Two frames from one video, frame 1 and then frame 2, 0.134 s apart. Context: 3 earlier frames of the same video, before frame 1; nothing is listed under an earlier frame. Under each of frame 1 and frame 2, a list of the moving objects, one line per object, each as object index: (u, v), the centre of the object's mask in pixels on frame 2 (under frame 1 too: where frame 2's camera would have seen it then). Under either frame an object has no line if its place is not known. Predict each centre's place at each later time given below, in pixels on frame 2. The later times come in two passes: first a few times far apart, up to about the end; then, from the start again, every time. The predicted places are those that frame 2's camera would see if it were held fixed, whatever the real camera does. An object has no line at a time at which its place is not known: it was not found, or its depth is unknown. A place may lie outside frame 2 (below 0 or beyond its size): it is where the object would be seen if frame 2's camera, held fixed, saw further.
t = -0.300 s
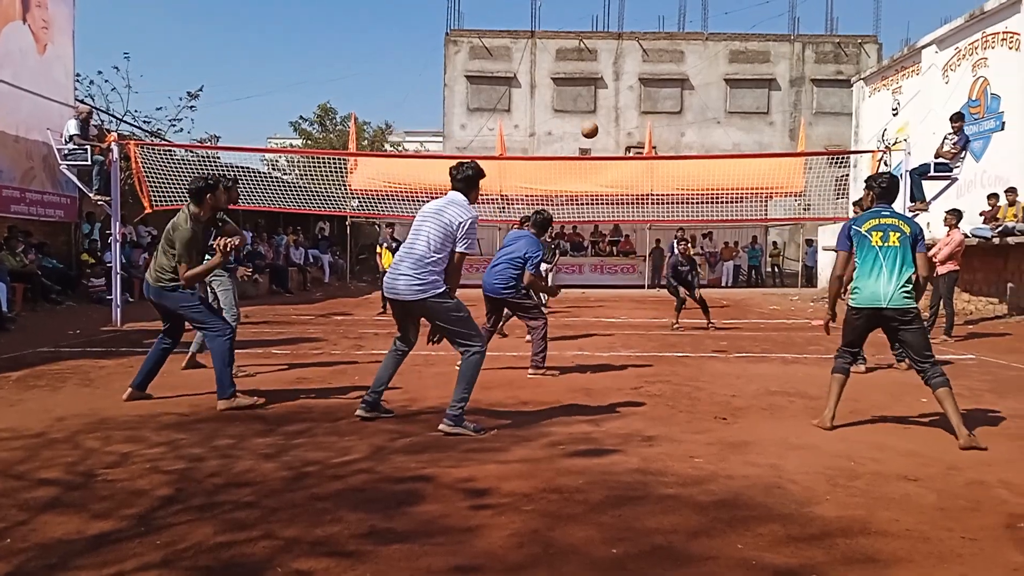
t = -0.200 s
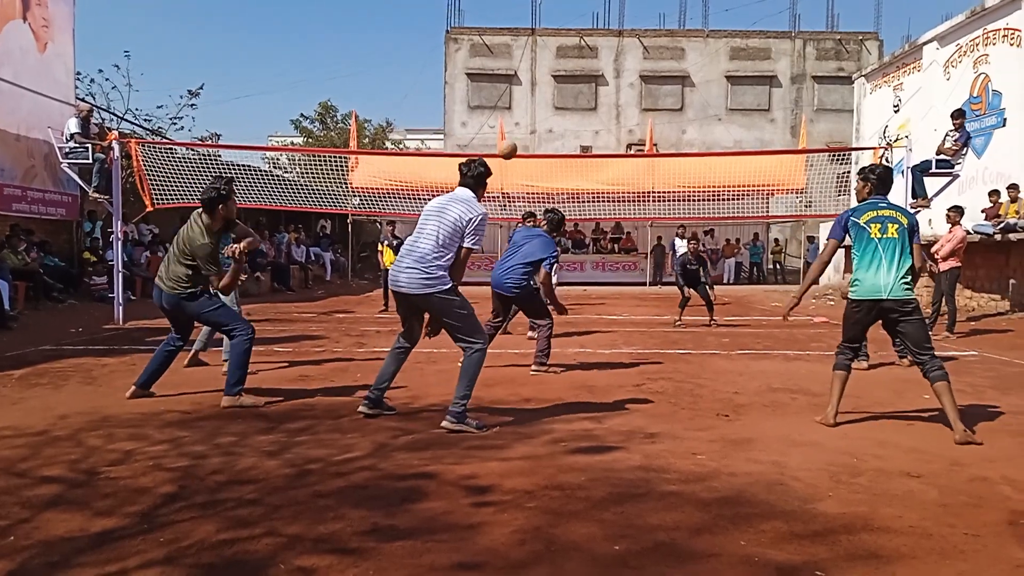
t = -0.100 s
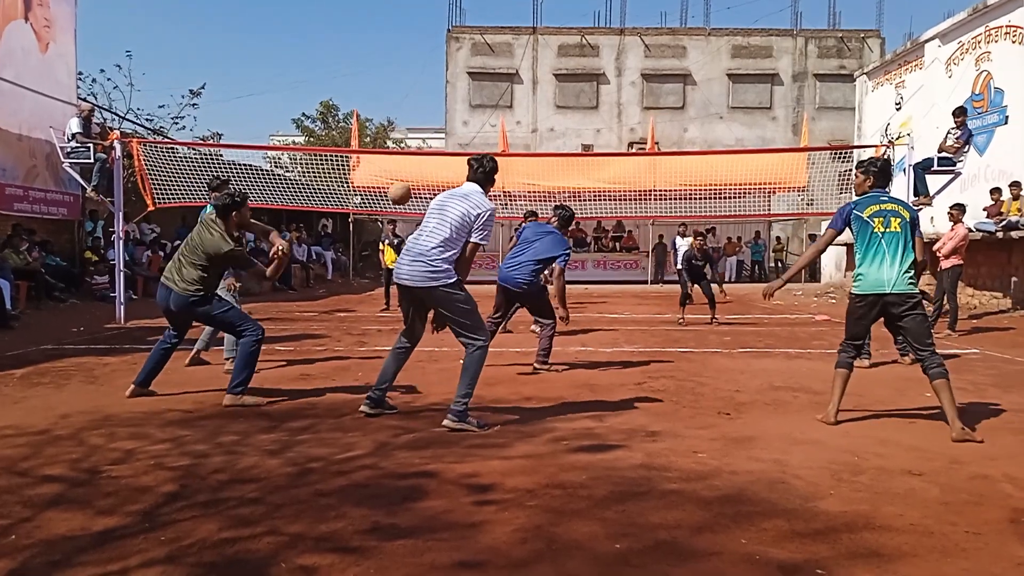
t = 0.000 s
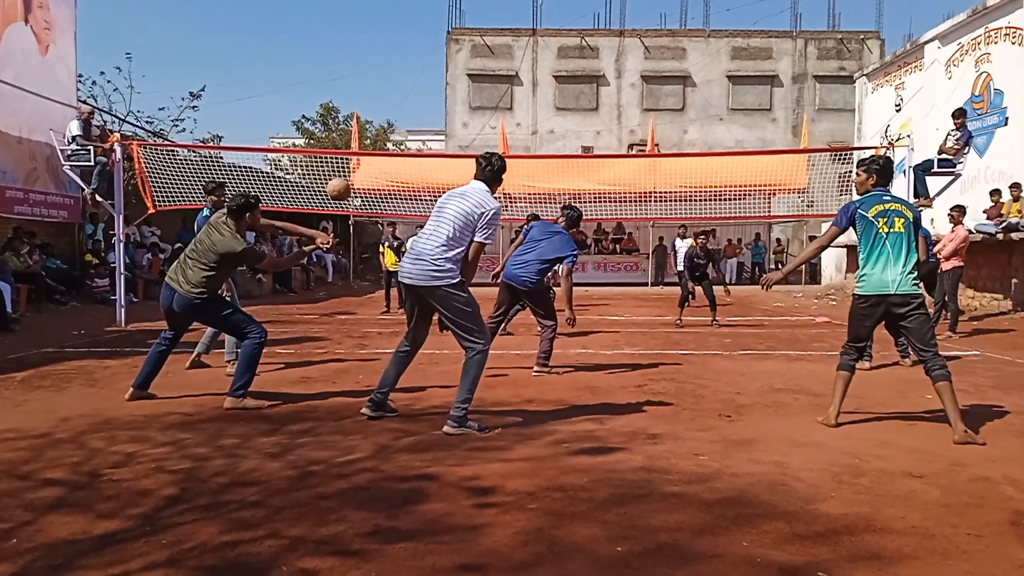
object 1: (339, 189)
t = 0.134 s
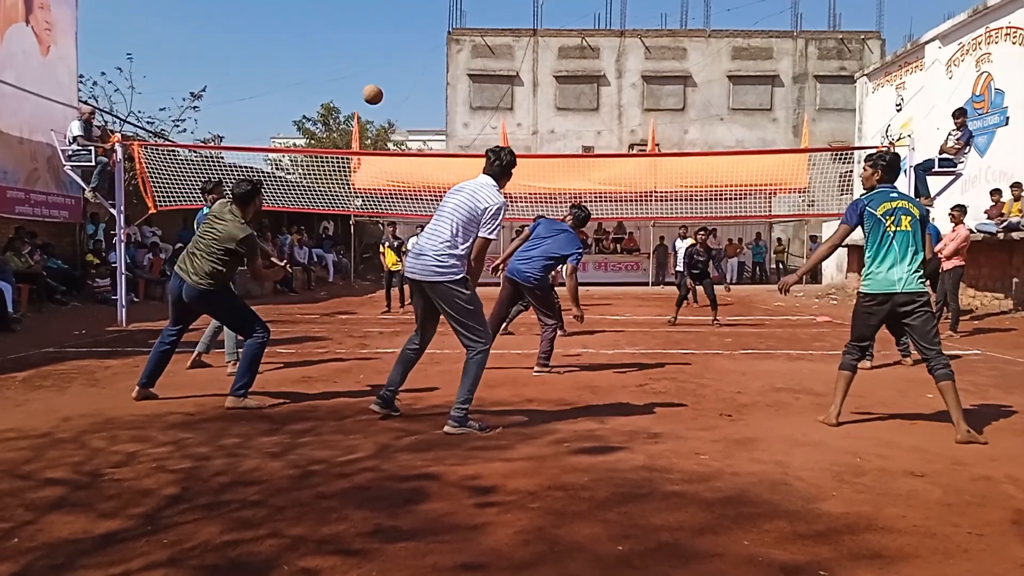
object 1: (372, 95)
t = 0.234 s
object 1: (389, 51)
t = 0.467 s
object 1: (413, 8)
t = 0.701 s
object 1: (424, 16)
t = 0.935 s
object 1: (430, 55)
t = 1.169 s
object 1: (433, 113)
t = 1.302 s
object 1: (434, 150)
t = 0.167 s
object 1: (378, 78)
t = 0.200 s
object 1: (384, 63)
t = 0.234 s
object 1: (389, 51)
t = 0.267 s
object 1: (394, 40)
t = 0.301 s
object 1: (398, 31)
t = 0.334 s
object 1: (401, 24)
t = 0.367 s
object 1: (405, 18)
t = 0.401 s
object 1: (407, 13)
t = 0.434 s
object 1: (410, 10)
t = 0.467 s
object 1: (413, 8)
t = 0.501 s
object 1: (415, 7)
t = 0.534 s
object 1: (417, 6)
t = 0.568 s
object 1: (419, 7)
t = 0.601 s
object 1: (421, 8)
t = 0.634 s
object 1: (422, 10)
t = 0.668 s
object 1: (424, 13)
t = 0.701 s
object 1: (424, 16)
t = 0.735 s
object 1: (425, 21)
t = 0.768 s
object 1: (426, 26)
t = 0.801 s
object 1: (428, 30)
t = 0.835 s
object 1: (428, 36)
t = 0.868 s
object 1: (429, 42)
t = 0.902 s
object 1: (430, 49)
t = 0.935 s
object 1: (430, 55)
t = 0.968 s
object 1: (431, 63)
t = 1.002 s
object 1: (432, 70)
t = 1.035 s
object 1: (432, 78)
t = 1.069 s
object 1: (432, 86)
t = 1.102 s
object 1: (433, 95)
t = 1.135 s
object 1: (433, 104)
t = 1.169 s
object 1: (433, 113)
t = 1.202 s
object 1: (434, 122)
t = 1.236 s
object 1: (434, 132)
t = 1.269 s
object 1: (433, 141)
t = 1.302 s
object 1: (434, 150)
